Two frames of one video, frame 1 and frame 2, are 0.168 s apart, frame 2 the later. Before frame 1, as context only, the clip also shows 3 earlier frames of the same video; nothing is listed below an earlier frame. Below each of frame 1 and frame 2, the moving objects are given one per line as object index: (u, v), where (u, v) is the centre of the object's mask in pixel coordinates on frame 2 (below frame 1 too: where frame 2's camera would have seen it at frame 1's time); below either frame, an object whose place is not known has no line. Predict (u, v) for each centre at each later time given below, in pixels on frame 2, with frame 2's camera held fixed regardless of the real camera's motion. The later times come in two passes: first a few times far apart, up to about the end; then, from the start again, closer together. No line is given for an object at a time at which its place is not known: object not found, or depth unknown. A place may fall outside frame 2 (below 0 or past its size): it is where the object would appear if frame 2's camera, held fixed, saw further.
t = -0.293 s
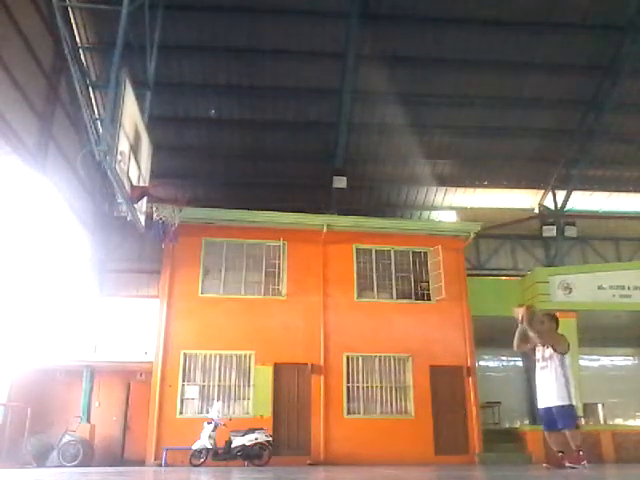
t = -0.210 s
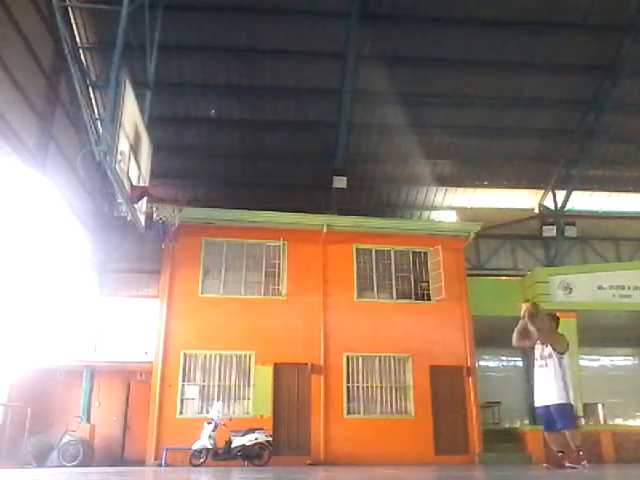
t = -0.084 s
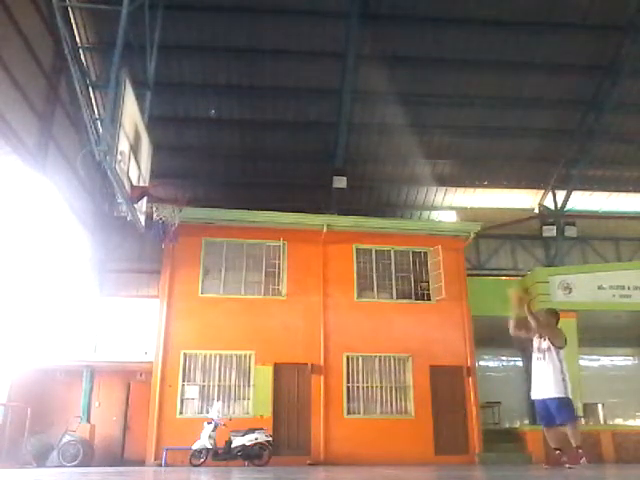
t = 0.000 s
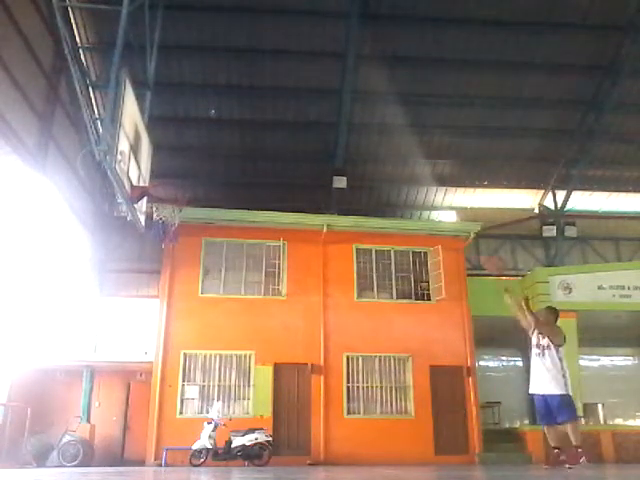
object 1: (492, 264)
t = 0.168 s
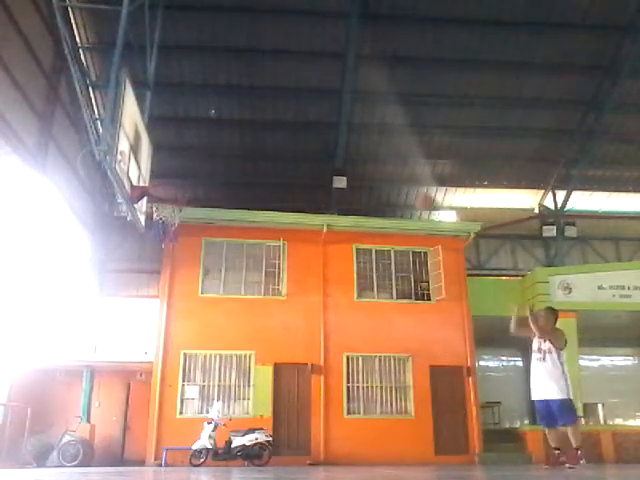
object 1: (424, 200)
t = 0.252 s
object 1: (391, 184)
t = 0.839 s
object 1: (183, 187)
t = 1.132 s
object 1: (159, 202)
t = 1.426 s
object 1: (161, 226)
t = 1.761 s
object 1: (167, 351)
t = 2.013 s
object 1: (167, 406)
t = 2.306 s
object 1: (188, 315)
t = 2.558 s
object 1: (200, 301)
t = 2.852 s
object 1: (207, 354)
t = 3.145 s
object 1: (217, 438)
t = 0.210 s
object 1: (407, 195)
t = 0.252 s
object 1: (391, 184)
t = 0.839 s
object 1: (183, 187)
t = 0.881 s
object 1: (168, 195)
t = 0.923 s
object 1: (159, 194)
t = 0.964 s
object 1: (154, 207)
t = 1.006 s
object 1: (156, 204)
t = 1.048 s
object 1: (155, 206)
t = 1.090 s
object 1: (158, 203)
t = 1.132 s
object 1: (159, 202)
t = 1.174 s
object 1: (160, 203)
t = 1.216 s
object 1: (159, 205)
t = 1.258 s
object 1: (159, 204)
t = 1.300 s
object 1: (163, 206)
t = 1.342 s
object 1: (162, 211)
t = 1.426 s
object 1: (161, 226)
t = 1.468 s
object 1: (161, 235)
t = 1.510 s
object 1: (159, 247)
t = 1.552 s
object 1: (163, 260)
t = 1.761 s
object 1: (167, 351)
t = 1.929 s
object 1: (164, 457)
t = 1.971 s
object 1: (164, 430)
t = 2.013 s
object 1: (167, 406)
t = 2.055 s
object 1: (170, 387)
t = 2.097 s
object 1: (173, 373)
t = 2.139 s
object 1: (178, 358)
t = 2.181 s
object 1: (180, 344)
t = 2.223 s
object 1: (184, 332)
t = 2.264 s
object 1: (186, 323)
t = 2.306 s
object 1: (188, 315)
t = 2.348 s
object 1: (191, 310)
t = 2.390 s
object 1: (193, 305)
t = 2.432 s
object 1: (195, 301)
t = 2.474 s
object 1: (196, 300)
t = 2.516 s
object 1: (198, 300)
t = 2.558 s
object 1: (200, 301)
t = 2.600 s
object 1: (201, 304)
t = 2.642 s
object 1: (202, 307)
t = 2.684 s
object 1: (203, 313)
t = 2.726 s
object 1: (204, 321)
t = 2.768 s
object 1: (205, 330)
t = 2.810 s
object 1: (206, 340)
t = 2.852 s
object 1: (207, 354)
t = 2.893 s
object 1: (210, 370)
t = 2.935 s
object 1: (208, 385)
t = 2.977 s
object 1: (212, 402)
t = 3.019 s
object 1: (213, 422)
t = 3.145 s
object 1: (217, 438)
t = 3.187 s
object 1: (217, 408)
